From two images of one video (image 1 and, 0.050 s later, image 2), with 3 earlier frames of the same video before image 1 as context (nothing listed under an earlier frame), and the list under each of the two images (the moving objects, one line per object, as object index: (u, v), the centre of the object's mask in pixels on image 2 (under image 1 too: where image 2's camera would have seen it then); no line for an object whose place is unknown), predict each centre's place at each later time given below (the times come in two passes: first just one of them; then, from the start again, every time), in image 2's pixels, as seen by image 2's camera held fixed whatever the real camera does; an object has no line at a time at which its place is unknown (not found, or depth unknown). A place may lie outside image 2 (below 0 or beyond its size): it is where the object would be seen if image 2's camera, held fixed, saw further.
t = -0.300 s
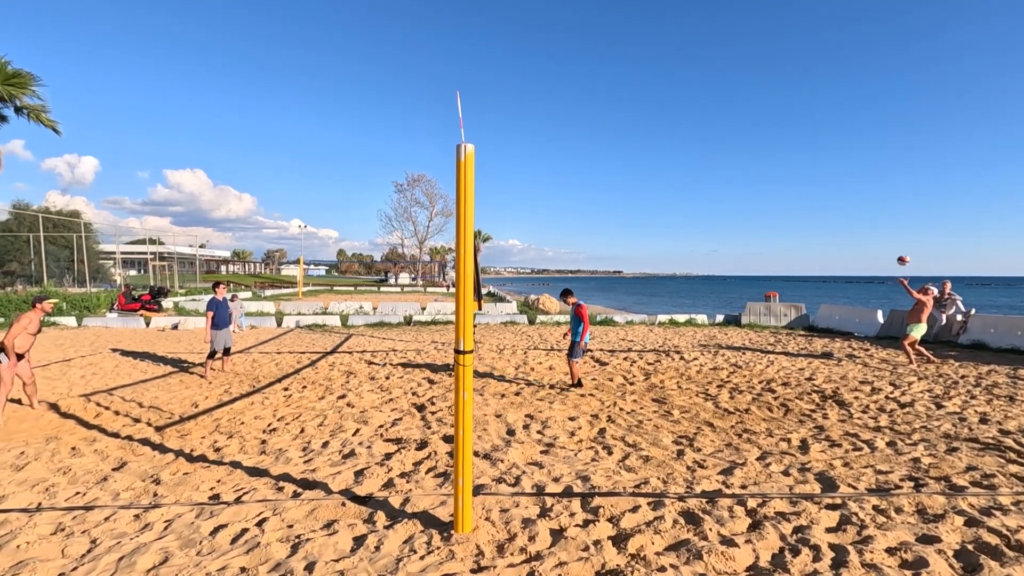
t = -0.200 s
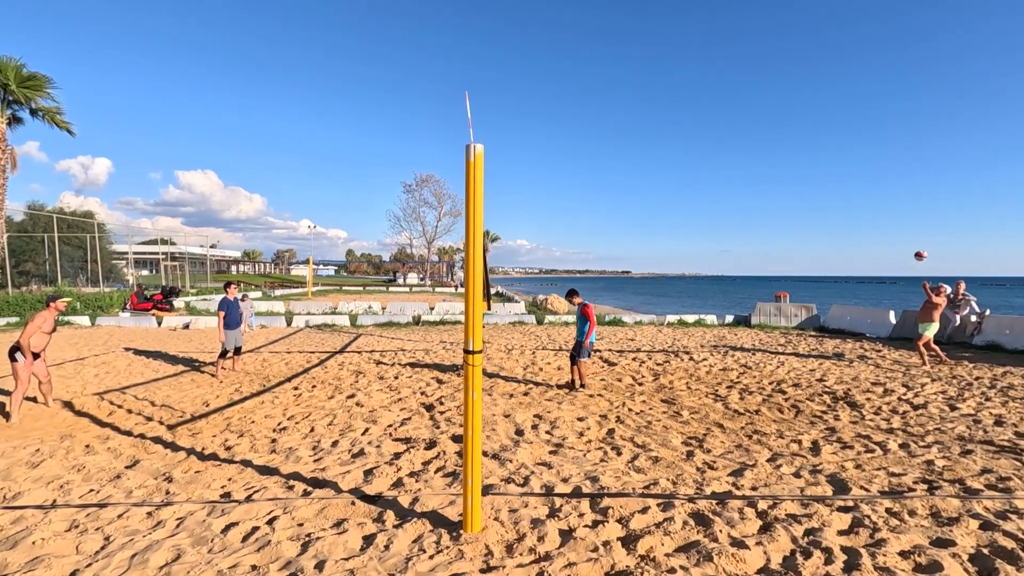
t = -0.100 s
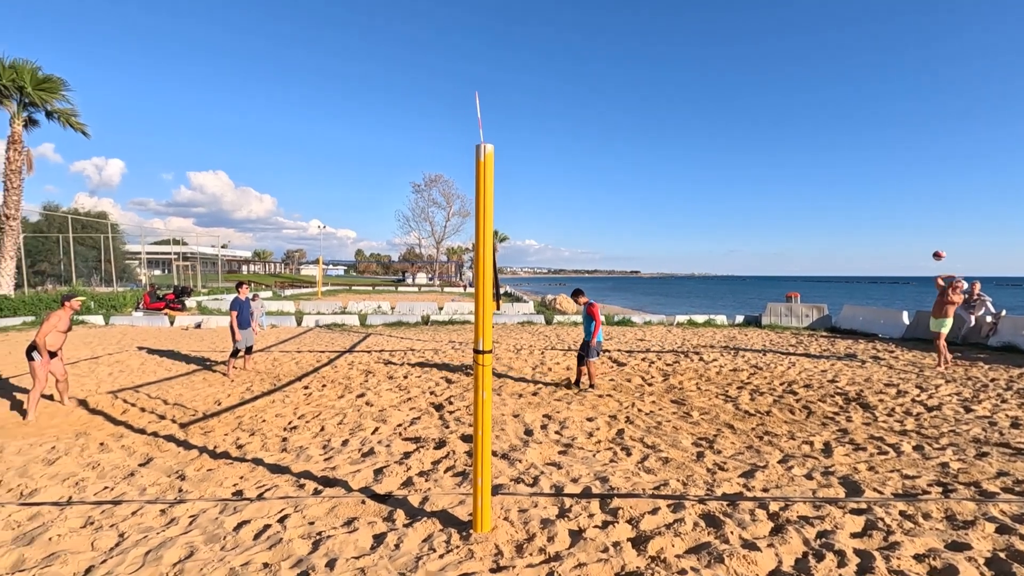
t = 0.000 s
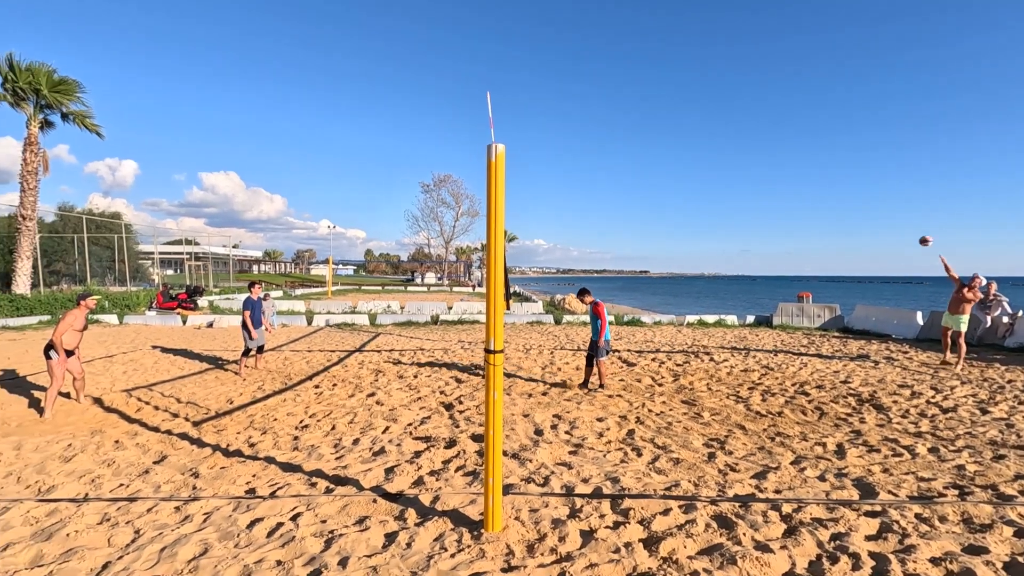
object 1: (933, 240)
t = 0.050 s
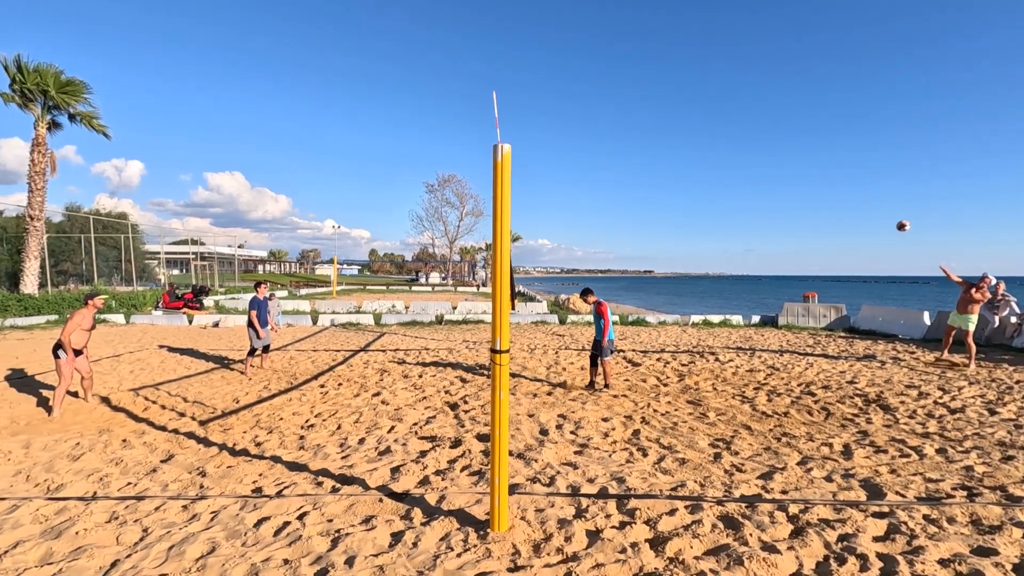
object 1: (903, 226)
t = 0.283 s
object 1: (760, 176)
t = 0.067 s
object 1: (893, 221)
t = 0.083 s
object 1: (883, 217)
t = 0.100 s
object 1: (873, 212)
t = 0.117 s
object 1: (862, 209)
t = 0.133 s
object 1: (852, 205)
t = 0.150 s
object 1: (842, 201)
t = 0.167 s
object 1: (832, 197)
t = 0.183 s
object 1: (822, 193)
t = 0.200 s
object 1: (812, 190)
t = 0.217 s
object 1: (802, 187)
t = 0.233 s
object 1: (792, 184)
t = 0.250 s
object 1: (781, 181)
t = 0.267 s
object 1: (771, 178)
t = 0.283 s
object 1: (760, 176)
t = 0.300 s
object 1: (749, 174)
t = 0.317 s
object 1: (739, 171)
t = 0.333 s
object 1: (728, 169)
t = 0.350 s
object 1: (718, 167)
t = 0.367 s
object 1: (707, 165)
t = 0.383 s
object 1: (697, 163)
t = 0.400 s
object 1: (686, 161)
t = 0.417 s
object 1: (675, 159)
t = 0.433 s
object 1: (664, 158)
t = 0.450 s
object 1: (652, 157)
